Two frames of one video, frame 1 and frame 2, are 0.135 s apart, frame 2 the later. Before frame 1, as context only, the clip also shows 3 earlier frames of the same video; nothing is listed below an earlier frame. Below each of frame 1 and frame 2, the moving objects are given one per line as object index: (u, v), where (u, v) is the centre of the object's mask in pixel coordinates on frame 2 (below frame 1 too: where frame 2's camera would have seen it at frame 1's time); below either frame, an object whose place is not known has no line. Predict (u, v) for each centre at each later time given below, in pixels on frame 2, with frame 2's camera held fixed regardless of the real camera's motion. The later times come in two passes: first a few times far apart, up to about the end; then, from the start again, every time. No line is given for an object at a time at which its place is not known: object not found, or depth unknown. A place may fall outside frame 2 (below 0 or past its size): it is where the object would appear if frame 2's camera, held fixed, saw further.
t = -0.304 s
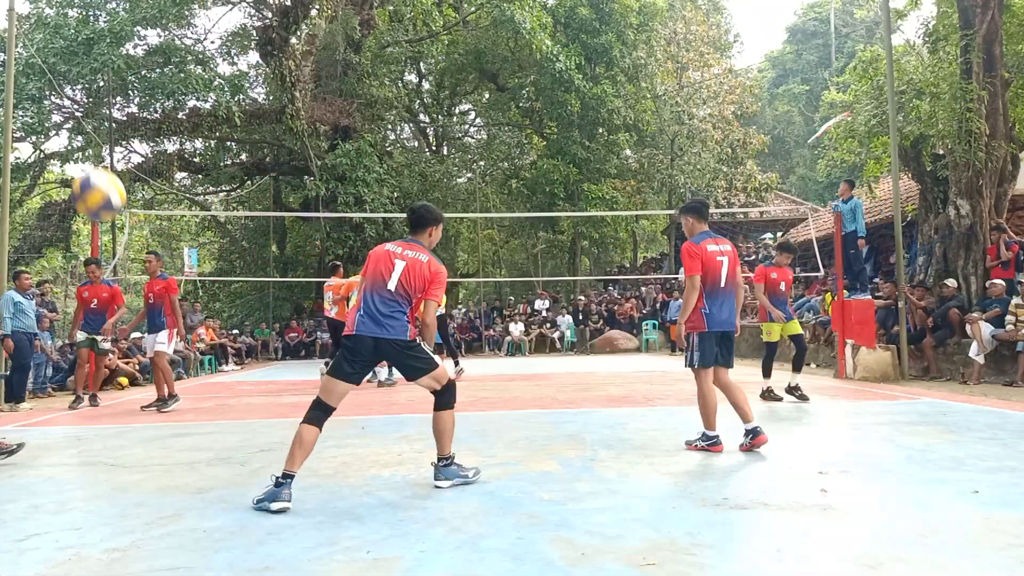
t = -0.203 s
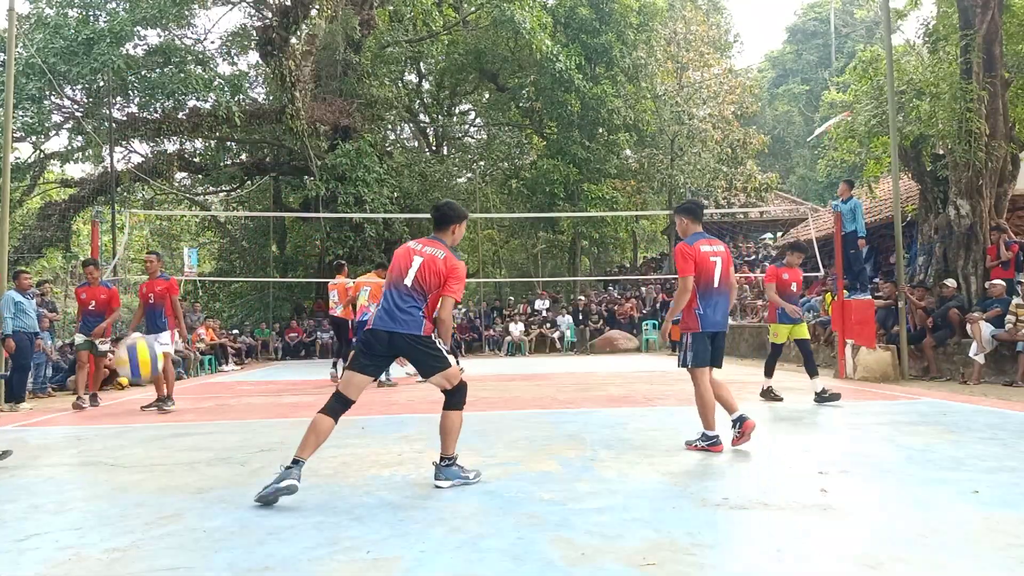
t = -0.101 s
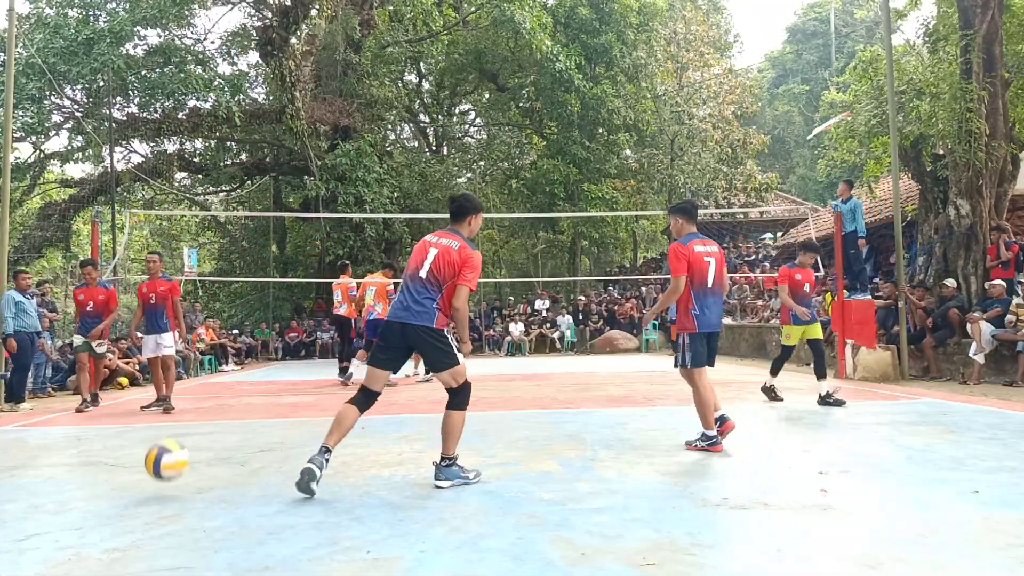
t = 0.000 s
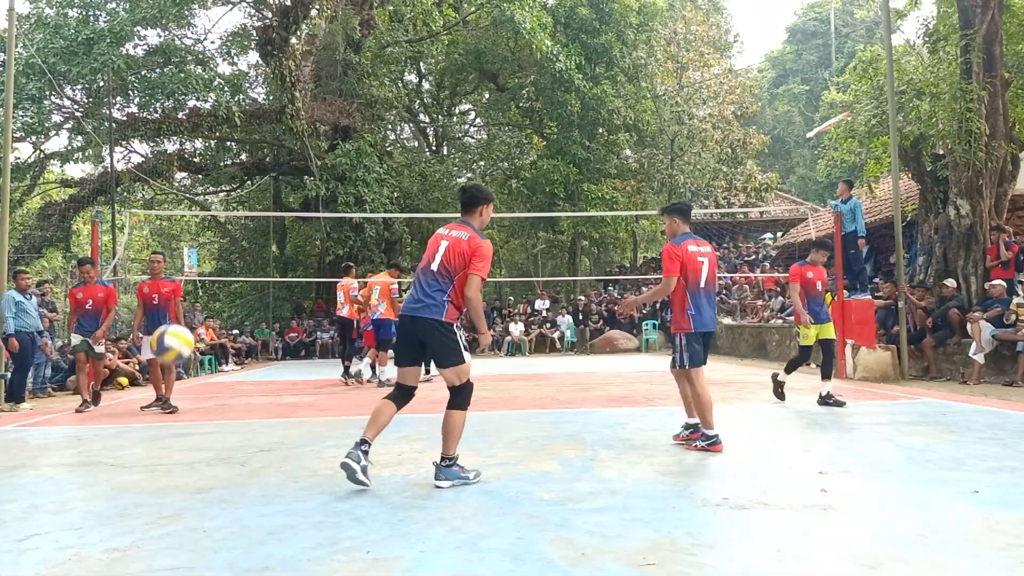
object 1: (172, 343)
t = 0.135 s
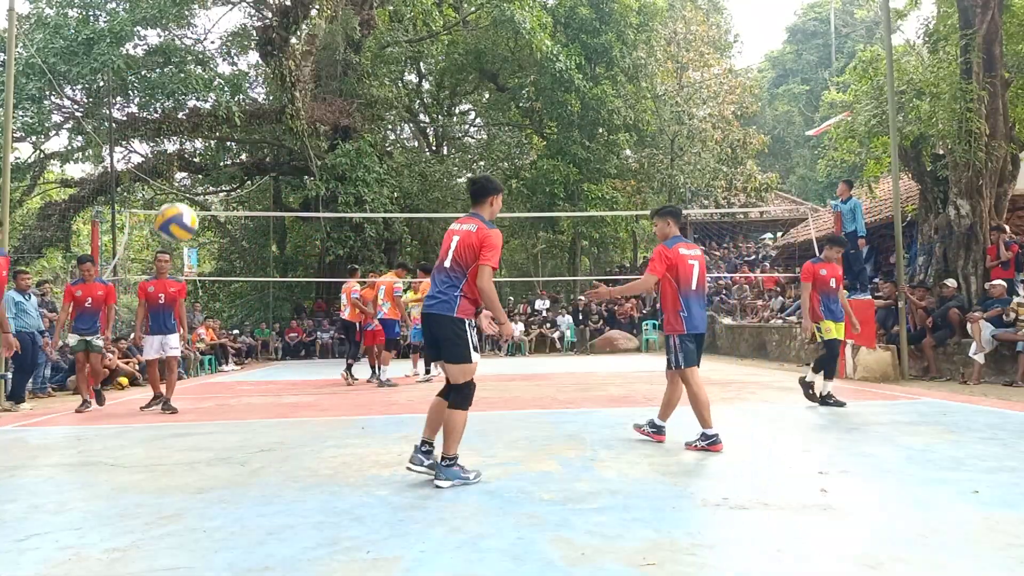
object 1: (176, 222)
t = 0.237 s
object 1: (179, 154)
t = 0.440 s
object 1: (186, 76)
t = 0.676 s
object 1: (194, 72)
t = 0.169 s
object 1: (178, 197)
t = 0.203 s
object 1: (178, 174)
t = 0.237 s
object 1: (179, 154)
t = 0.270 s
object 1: (180, 136)
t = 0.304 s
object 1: (182, 119)
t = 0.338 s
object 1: (183, 106)
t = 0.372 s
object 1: (184, 93)
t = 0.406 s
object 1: (185, 83)
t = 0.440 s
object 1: (186, 76)
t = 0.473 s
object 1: (187, 70)
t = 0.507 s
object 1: (188, 66)
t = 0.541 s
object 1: (189, 63)
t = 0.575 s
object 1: (190, 62)
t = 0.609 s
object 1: (191, 64)
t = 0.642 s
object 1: (193, 67)
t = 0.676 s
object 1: (194, 72)
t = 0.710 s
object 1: (195, 79)
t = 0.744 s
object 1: (196, 88)
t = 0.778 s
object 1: (198, 100)
